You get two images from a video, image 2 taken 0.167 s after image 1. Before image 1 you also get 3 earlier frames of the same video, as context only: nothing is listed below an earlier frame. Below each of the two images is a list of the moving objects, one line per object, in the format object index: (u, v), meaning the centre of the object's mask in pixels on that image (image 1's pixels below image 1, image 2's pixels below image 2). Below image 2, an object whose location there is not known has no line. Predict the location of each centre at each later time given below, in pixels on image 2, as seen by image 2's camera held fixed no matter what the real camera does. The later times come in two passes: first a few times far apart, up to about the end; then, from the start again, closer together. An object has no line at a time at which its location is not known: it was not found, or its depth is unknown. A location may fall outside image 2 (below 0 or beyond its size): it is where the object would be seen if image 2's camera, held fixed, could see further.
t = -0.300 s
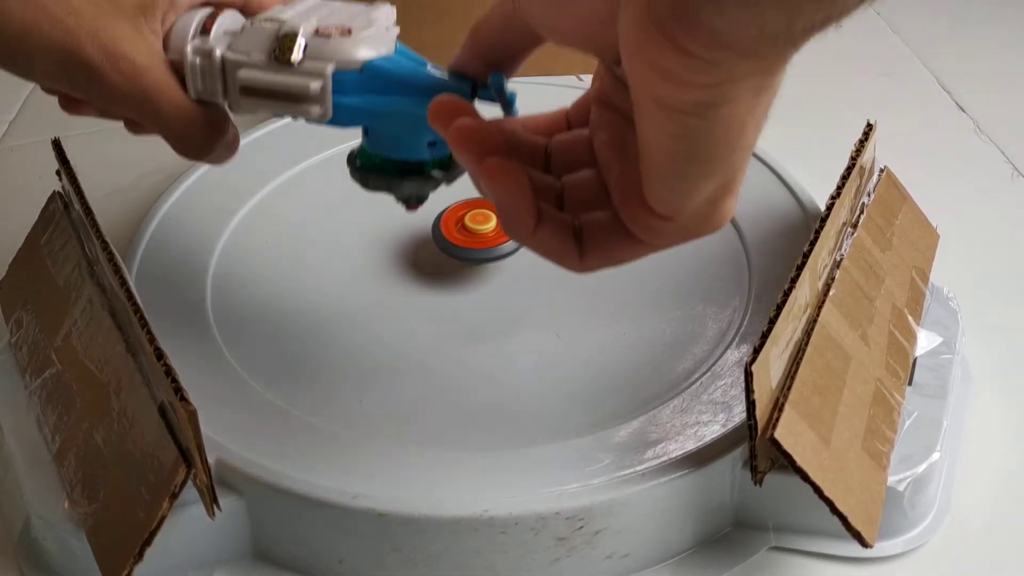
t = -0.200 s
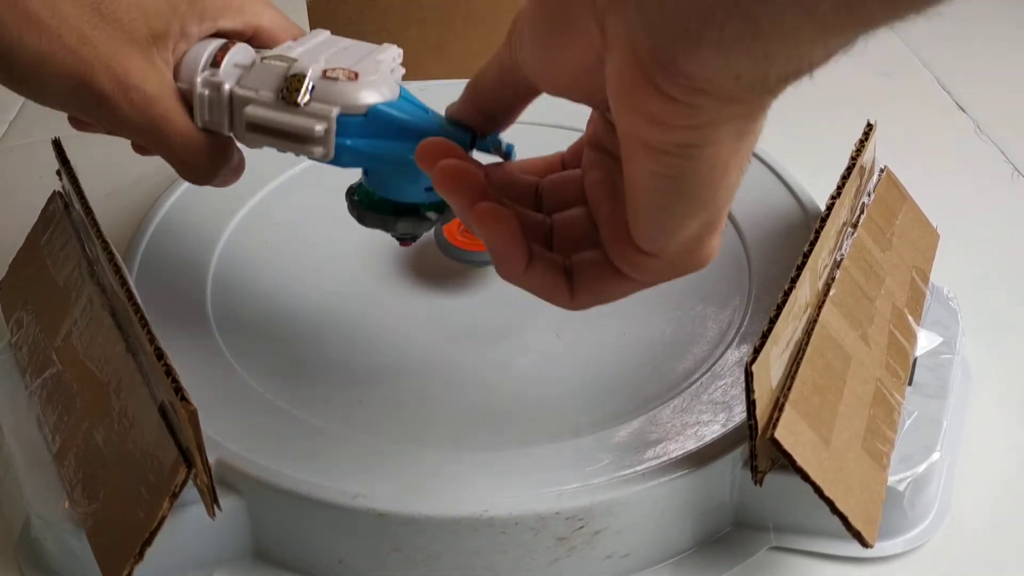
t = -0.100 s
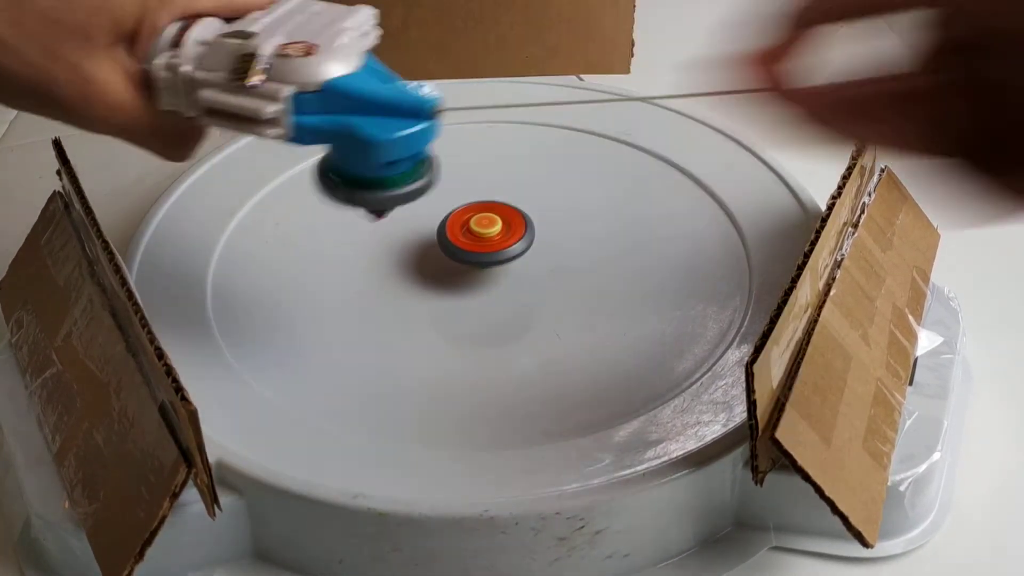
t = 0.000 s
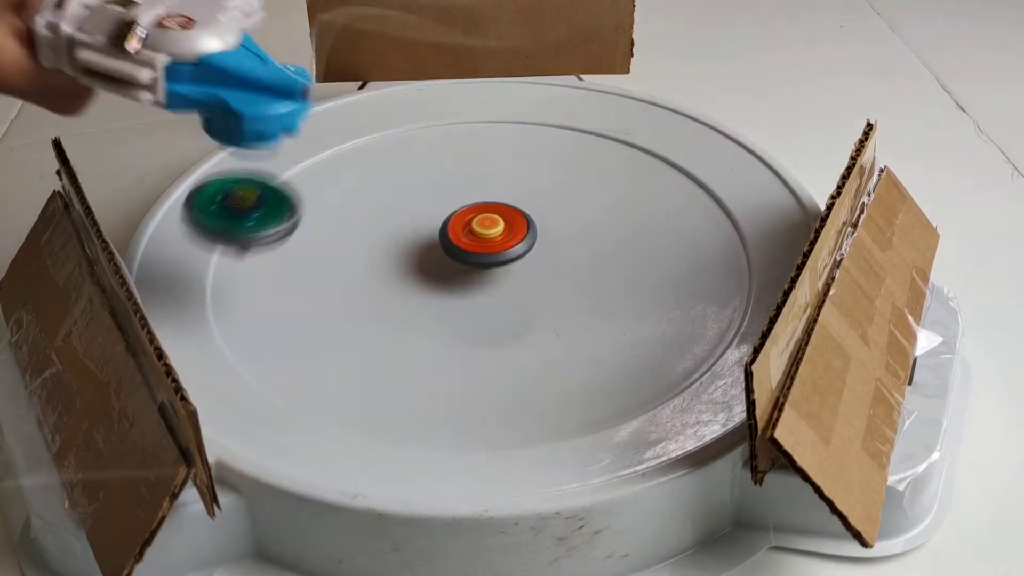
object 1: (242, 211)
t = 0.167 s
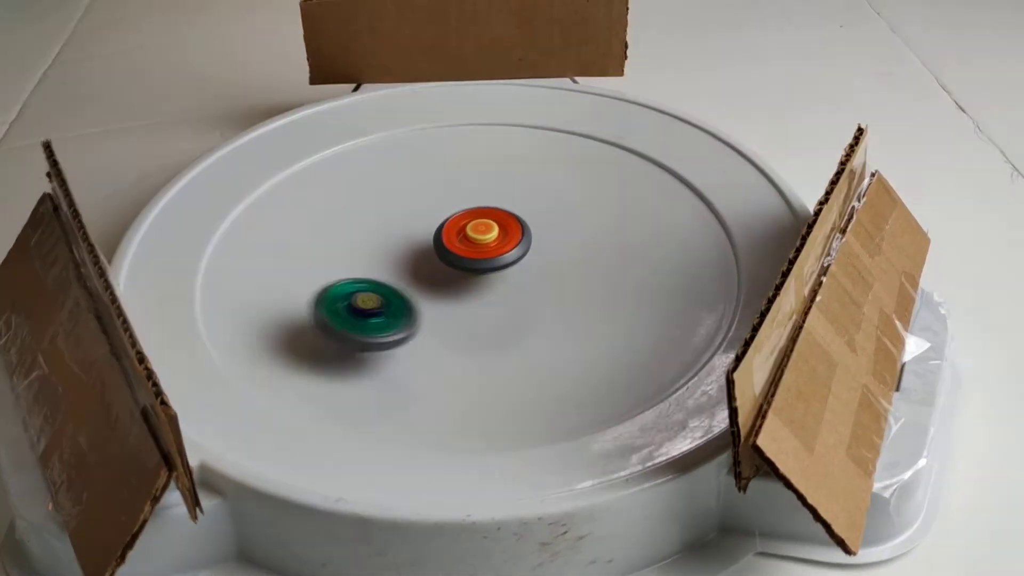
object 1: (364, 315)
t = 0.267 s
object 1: (483, 319)
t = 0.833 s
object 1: (548, 127)
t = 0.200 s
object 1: (409, 318)
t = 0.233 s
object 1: (452, 313)
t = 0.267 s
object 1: (483, 319)
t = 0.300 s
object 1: (499, 393)
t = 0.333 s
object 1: (520, 402)
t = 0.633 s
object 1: (708, 301)
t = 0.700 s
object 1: (702, 239)
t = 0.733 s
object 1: (682, 205)
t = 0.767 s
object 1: (648, 174)
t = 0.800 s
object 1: (602, 147)
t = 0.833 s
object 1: (548, 127)
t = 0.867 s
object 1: (488, 113)
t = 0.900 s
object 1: (428, 108)
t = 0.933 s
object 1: (365, 113)
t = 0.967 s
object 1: (305, 141)
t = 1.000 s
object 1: (252, 169)
